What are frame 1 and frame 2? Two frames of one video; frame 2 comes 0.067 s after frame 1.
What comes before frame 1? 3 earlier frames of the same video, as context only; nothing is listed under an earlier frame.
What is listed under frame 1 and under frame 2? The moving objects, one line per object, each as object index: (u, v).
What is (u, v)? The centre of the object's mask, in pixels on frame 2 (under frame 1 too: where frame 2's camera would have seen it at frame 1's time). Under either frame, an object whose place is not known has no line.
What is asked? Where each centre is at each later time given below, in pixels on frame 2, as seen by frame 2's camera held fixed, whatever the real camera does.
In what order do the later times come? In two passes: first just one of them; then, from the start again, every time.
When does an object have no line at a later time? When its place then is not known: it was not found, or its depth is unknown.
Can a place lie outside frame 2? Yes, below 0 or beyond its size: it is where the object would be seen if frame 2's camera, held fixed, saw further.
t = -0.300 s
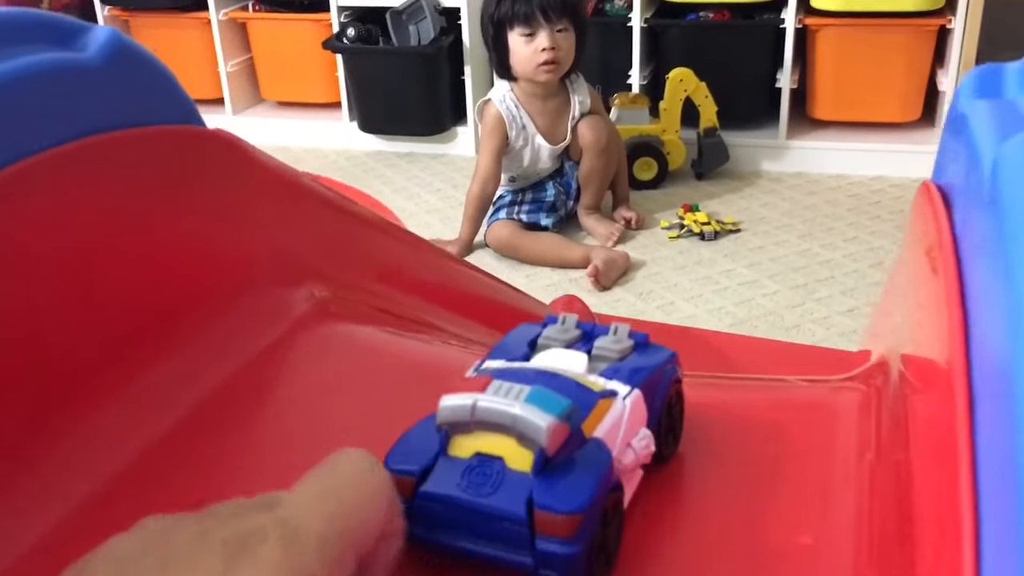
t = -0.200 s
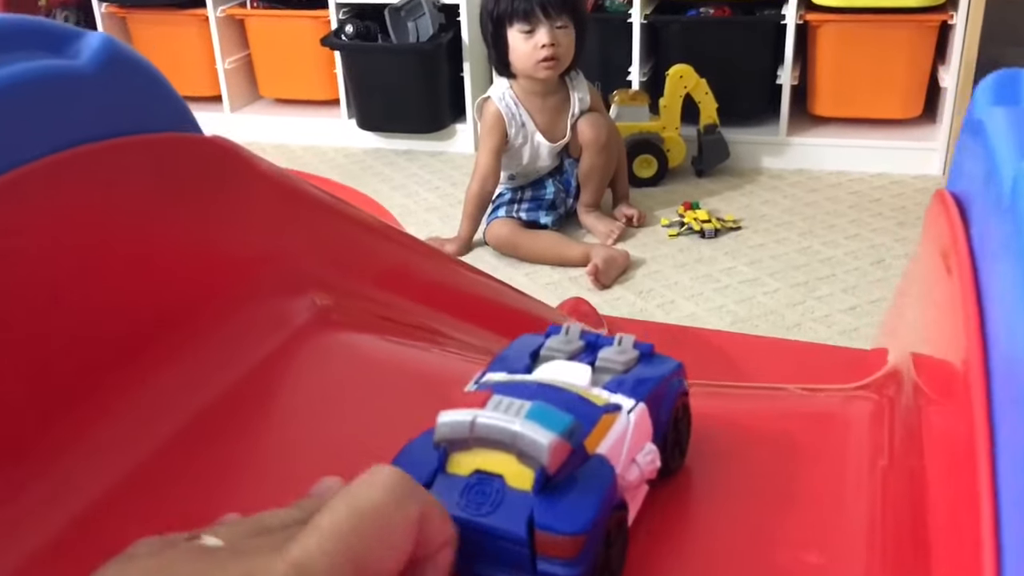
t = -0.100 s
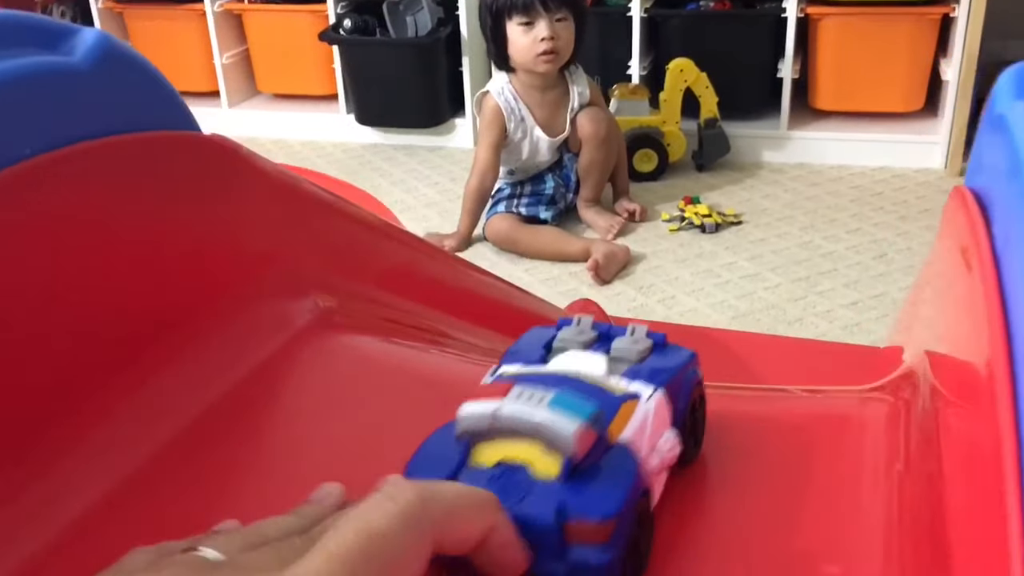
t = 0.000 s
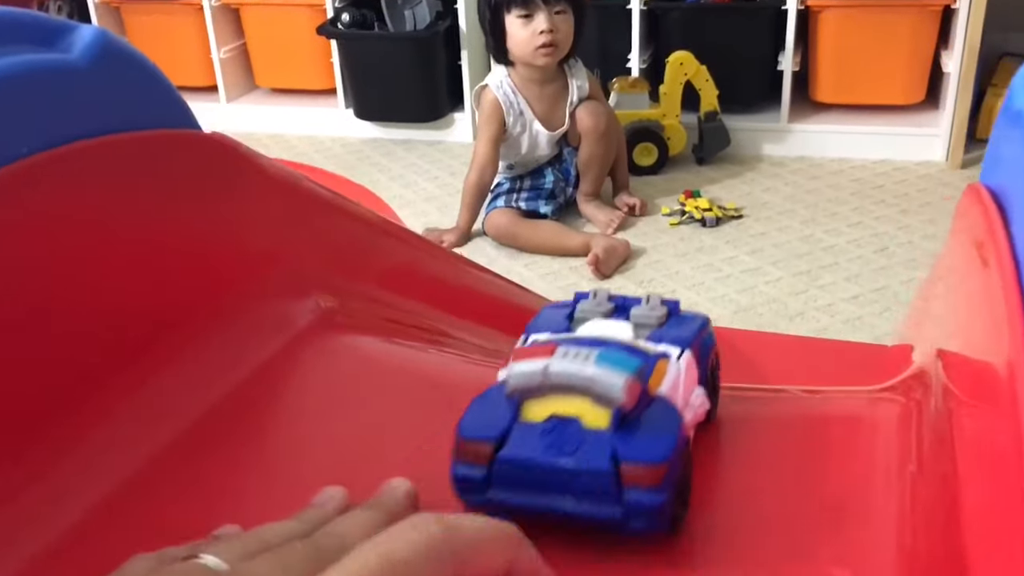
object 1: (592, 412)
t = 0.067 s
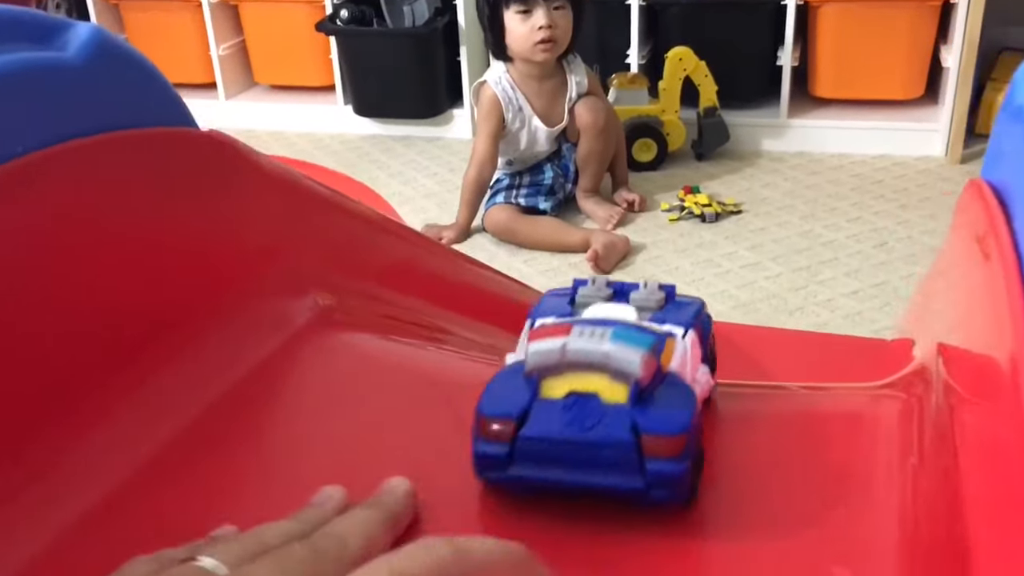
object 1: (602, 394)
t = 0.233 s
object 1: (601, 380)
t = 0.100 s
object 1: (603, 388)
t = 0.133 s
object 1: (604, 383)
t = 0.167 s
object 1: (604, 380)
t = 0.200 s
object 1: (603, 379)
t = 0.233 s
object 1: (601, 380)
